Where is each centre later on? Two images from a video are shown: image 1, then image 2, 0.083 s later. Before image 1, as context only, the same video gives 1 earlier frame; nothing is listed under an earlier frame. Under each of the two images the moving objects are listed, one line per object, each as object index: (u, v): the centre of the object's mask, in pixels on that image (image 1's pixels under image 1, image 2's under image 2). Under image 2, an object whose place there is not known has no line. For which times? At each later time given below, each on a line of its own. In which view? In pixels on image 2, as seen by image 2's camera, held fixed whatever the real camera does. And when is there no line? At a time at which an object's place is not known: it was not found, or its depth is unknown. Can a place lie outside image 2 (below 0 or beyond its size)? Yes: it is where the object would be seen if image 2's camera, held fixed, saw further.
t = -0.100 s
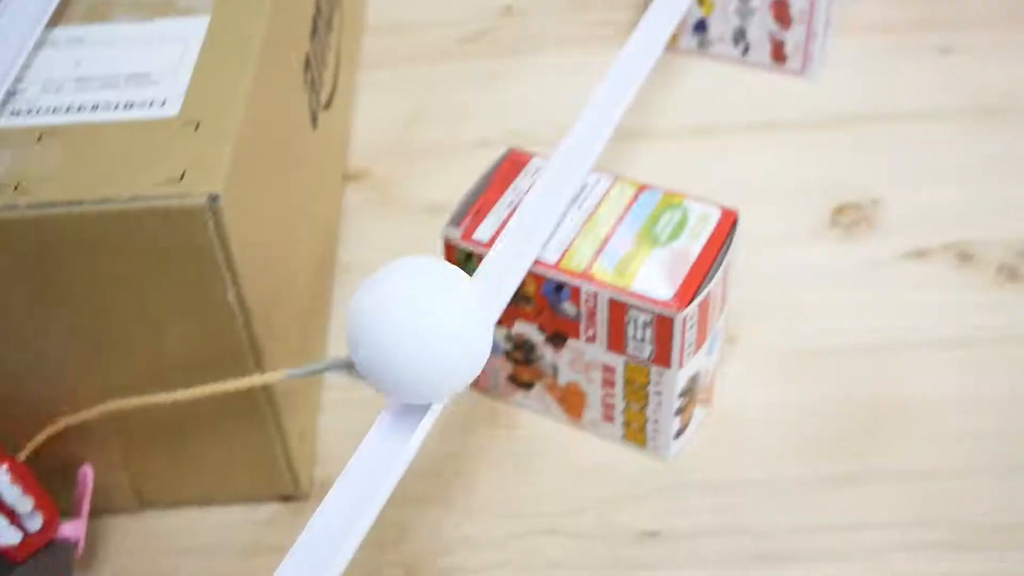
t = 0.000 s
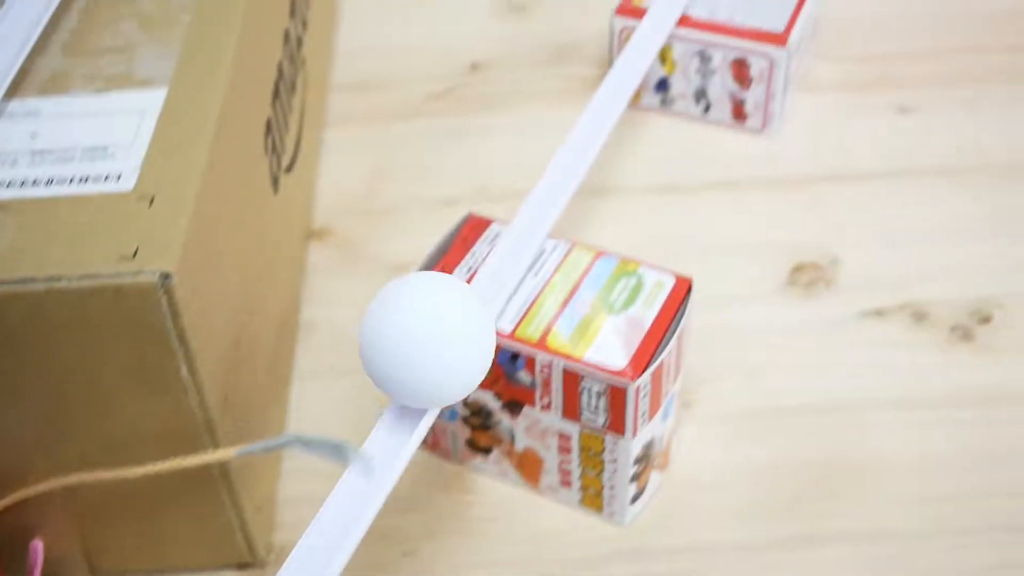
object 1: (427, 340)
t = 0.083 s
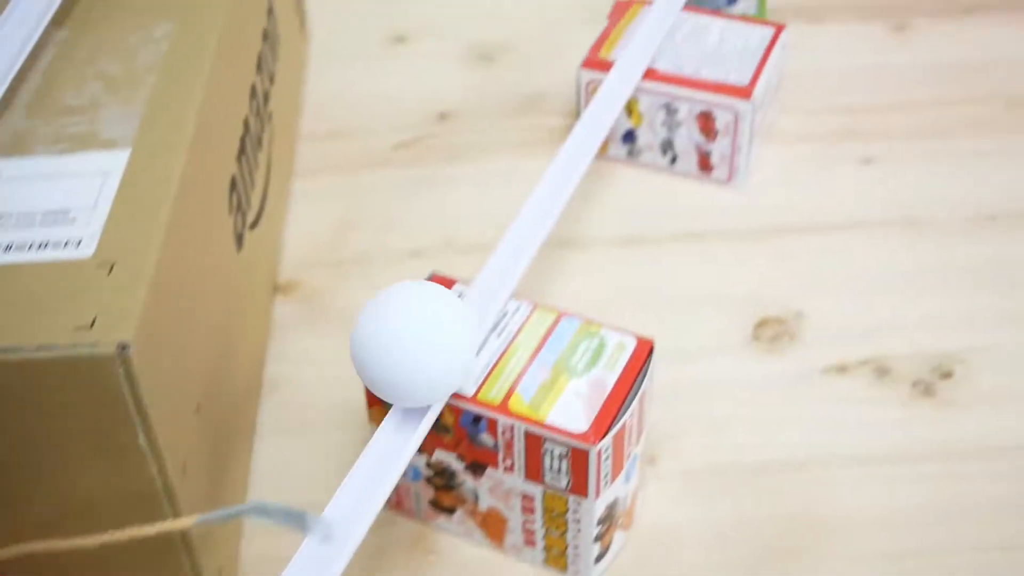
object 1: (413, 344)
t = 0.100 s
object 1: (421, 331)
